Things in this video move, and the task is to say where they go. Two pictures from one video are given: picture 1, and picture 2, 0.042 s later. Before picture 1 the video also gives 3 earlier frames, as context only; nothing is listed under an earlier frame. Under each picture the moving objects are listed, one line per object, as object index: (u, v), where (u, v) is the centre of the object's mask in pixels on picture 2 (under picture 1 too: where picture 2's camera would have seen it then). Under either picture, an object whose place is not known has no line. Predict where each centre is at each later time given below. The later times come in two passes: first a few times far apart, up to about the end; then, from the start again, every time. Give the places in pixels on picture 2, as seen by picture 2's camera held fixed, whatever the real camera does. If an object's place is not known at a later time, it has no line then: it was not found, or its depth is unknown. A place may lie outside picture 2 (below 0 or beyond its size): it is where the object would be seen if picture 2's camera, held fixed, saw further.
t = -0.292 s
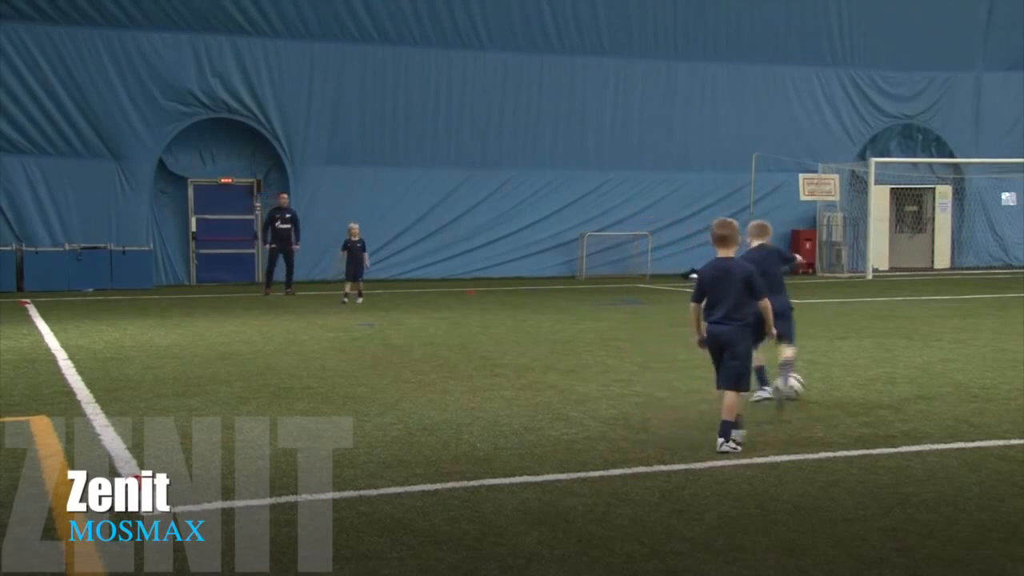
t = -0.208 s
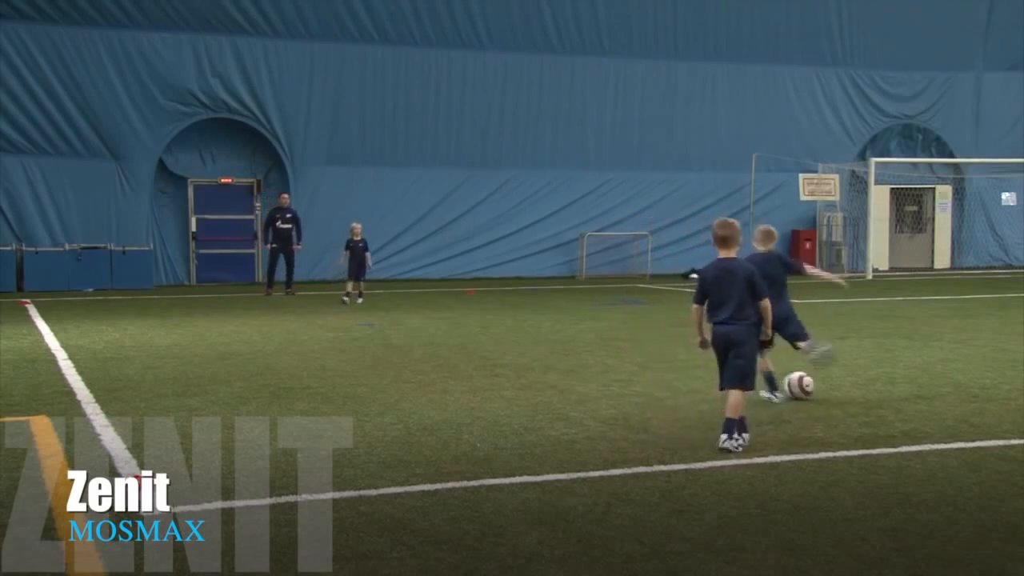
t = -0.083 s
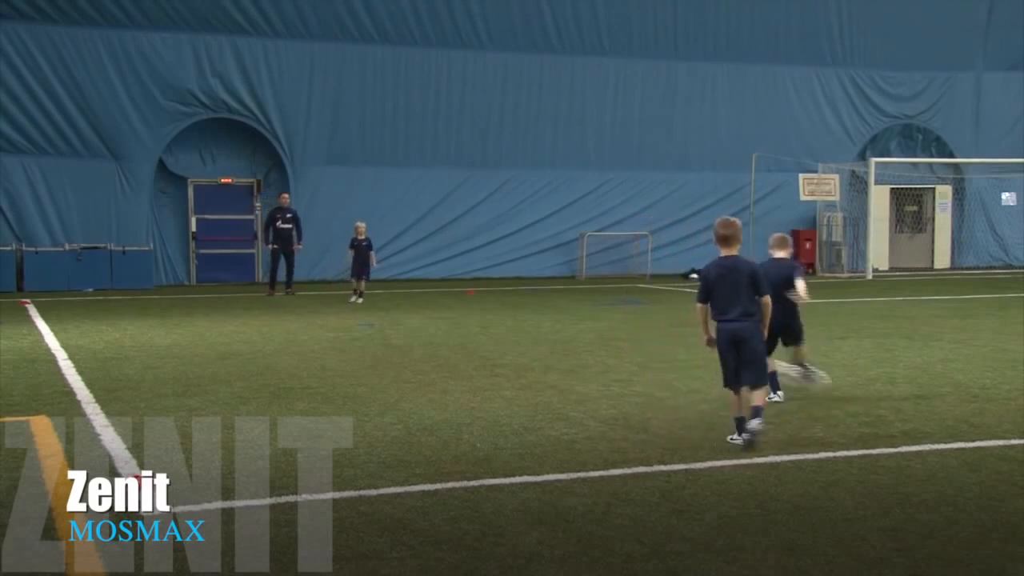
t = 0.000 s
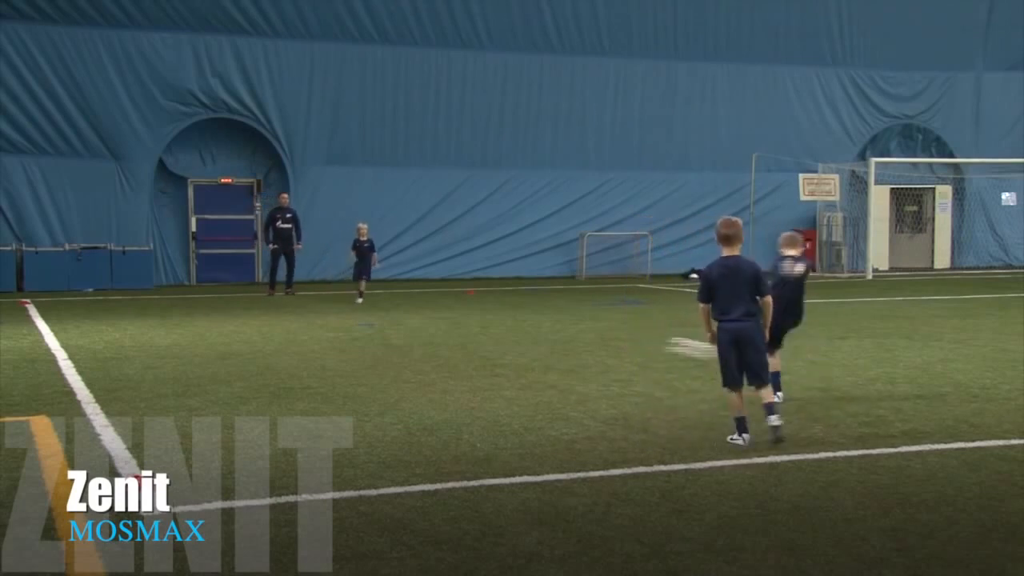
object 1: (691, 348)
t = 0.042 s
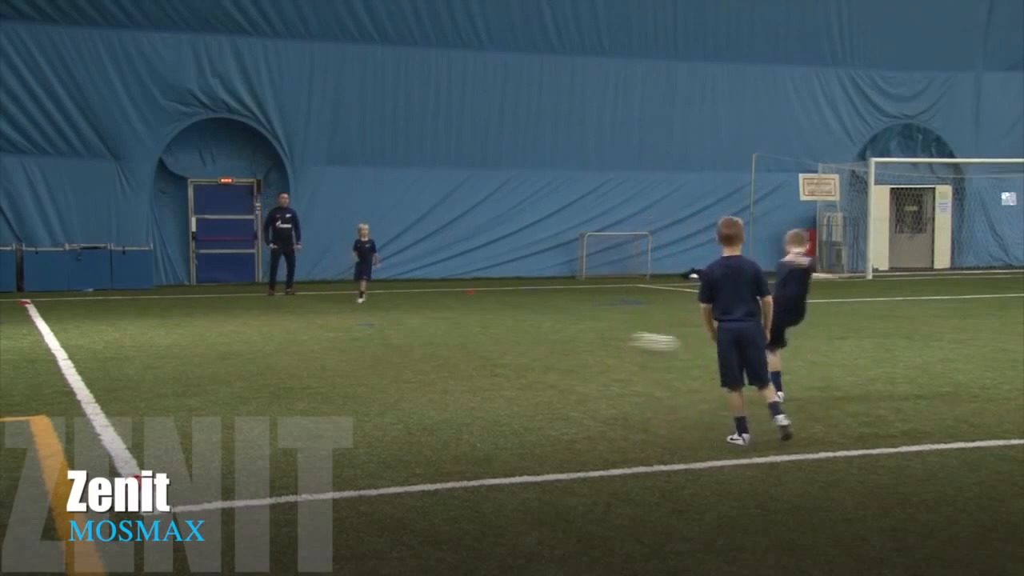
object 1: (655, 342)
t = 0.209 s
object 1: (535, 333)
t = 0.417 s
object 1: (436, 316)
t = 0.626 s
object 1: (367, 307)
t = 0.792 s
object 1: (327, 302)
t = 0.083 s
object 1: (620, 338)
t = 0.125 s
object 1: (589, 335)
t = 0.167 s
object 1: (561, 335)
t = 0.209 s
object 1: (535, 333)
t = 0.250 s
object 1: (513, 326)
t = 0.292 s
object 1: (491, 322)
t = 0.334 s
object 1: (473, 319)
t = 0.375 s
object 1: (453, 317)
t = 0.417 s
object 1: (436, 316)
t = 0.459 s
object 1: (419, 316)
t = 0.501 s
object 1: (406, 312)
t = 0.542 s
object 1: (392, 310)
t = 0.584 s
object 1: (379, 310)
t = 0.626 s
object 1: (367, 307)
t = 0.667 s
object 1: (357, 306)
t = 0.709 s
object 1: (346, 305)
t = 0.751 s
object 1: (337, 303)
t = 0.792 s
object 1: (327, 302)
